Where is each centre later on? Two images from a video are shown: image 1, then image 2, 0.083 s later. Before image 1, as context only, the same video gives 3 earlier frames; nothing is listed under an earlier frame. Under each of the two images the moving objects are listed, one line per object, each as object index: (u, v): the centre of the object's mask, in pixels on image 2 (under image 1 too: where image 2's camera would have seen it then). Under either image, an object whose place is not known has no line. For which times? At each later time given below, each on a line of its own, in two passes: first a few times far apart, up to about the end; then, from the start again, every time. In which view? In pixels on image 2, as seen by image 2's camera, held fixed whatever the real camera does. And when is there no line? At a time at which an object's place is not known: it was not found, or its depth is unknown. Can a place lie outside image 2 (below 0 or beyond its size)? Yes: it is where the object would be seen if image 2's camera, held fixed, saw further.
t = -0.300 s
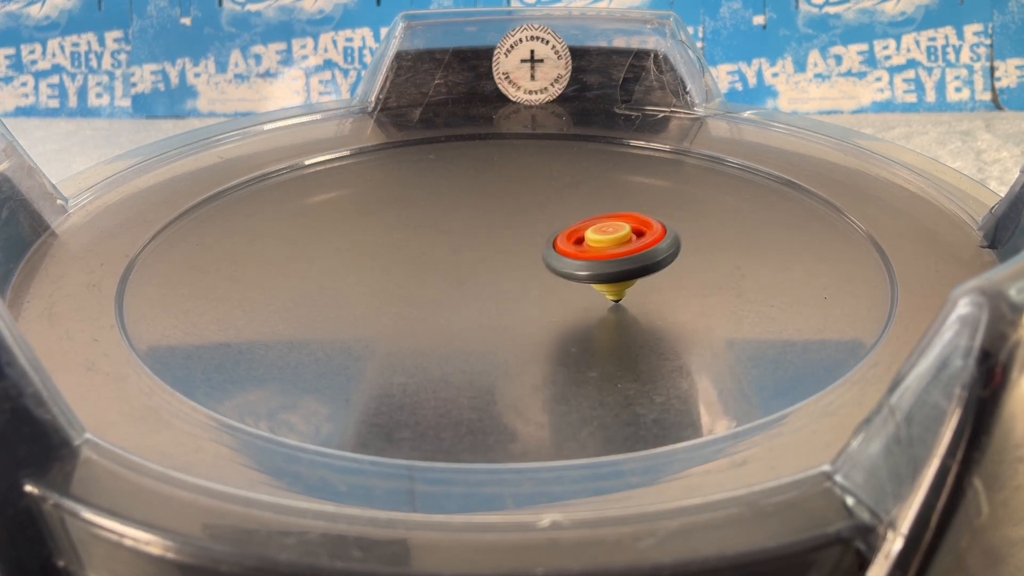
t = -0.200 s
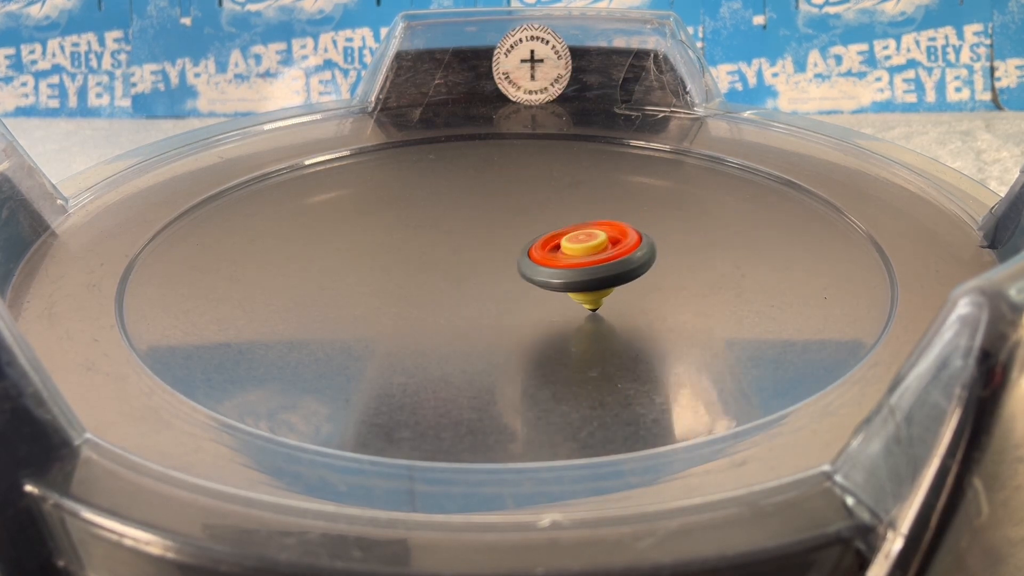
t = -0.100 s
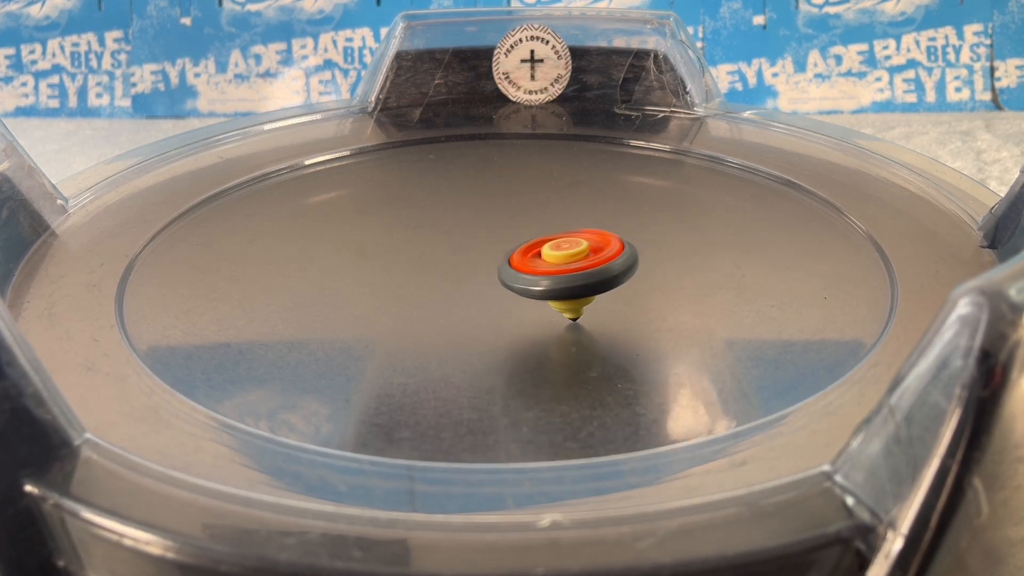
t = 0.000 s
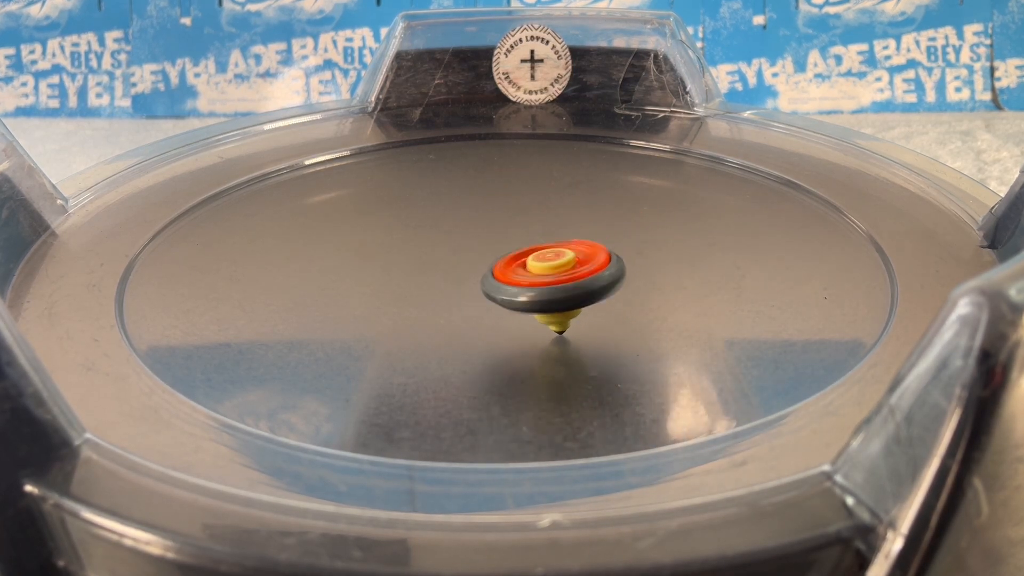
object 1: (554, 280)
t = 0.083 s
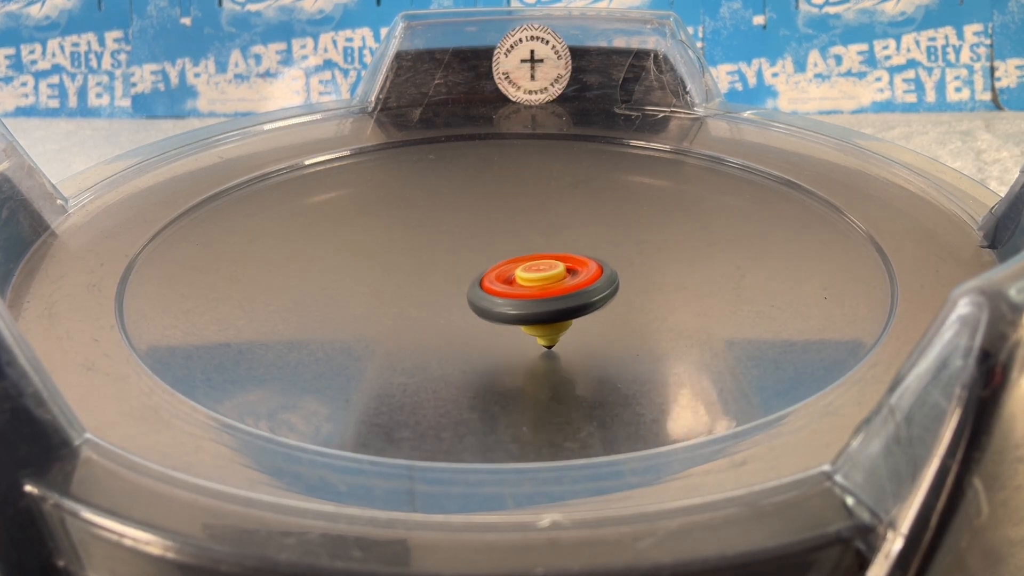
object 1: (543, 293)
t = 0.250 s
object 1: (550, 312)
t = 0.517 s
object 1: (582, 306)
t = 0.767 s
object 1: (532, 288)
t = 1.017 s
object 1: (479, 281)
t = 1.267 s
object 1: (399, 279)
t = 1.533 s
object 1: (407, 288)
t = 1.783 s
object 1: (454, 272)
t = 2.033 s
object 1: (474, 250)
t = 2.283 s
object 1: (473, 232)
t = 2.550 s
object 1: (470, 221)
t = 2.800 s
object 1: (480, 221)
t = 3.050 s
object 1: (509, 230)
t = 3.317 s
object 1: (550, 235)
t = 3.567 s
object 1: (579, 237)
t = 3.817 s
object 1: (598, 240)
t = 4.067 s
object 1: (600, 250)
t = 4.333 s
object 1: (591, 261)
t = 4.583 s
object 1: (577, 274)
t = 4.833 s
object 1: (559, 285)
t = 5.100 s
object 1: (536, 292)
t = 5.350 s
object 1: (510, 293)
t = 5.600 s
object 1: (485, 290)
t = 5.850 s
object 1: (462, 282)
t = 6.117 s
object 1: (446, 271)
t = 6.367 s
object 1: (439, 261)
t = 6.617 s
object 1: (445, 251)
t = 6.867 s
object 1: (459, 243)
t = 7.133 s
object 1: (480, 237)
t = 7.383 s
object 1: (502, 233)
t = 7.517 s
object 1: (513, 232)
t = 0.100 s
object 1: (543, 295)
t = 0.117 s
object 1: (541, 297)
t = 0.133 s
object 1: (542, 300)
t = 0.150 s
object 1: (541, 302)
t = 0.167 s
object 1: (543, 304)
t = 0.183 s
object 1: (543, 305)
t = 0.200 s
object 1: (545, 308)
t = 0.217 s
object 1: (546, 309)
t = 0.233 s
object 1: (549, 311)
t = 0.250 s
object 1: (550, 312)
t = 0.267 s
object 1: (554, 313)
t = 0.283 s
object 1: (556, 314)
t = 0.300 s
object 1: (560, 315)
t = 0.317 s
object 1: (562, 315)
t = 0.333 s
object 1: (567, 316)
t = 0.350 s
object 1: (569, 315)
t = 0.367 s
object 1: (573, 315)
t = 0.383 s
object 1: (575, 314)
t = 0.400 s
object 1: (579, 314)
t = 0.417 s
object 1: (580, 313)
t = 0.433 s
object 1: (583, 312)
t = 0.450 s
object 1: (583, 311)
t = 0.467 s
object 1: (585, 310)
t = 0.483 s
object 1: (583, 308)
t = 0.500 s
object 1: (584, 307)
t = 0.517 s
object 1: (582, 306)
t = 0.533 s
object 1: (582, 304)
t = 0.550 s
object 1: (578, 303)
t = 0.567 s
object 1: (577, 301)
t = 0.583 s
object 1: (573, 300)
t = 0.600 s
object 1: (571, 298)
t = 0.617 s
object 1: (566, 297)
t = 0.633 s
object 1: (563, 296)
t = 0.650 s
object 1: (558, 295)
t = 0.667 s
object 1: (555, 293)
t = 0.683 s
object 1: (551, 293)
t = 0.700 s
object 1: (547, 292)
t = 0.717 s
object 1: (543, 291)
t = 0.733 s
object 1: (540, 290)
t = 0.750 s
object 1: (536, 290)
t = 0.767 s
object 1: (532, 288)
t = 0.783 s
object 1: (529, 288)
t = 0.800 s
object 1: (524, 287)
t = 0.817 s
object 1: (522, 286)
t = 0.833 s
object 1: (517, 286)
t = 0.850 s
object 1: (515, 285)
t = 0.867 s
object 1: (510, 284)
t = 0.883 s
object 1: (508, 284)
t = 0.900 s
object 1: (503, 284)
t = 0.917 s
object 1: (500, 283)
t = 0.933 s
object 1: (496, 283)
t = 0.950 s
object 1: (493, 282)
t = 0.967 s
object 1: (489, 282)
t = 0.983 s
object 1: (486, 282)
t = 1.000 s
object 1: (483, 282)
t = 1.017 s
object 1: (479, 281)
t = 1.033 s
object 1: (475, 281)
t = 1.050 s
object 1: (469, 280)
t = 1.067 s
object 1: (465, 281)
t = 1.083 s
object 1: (458, 280)
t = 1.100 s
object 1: (453, 279)
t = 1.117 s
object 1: (445, 279)
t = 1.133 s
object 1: (441, 279)
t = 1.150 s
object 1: (434, 279)
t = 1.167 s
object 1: (429, 278)
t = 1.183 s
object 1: (423, 278)
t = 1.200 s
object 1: (418, 278)
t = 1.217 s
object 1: (413, 279)
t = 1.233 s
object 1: (408, 278)
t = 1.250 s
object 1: (404, 279)
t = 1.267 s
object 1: (399, 279)
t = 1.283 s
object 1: (396, 280)
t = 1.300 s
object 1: (392, 281)
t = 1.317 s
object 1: (390, 281)
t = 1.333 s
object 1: (387, 283)
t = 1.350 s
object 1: (386, 283)
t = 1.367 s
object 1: (384, 285)
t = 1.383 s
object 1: (385, 285)
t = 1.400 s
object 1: (385, 287)
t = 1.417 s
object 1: (386, 287)
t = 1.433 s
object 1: (388, 288)
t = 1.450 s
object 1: (390, 288)
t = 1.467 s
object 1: (394, 289)
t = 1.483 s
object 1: (396, 289)
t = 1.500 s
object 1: (400, 289)
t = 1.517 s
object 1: (403, 289)
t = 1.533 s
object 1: (407, 288)
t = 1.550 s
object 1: (411, 288)
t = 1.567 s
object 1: (414, 287)
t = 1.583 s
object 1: (419, 287)
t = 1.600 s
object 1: (422, 286)
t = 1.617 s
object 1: (427, 285)
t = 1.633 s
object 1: (429, 284)
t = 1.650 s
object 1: (433, 283)
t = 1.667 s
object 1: (435, 282)
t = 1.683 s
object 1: (439, 280)
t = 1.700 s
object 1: (442, 280)
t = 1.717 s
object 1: (444, 278)
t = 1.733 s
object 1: (448, 277)
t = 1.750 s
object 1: (449, 275)
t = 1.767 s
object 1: (453, 273)
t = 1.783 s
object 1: (454, 272)
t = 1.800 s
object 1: (457, 270)
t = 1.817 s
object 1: (458, 269)
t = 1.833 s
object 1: (460, 267)
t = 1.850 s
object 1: (463, 266)
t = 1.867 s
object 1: (463, 264)
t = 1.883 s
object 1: (466, 263)
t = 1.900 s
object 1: (465, 261)
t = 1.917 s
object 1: (468, 259)
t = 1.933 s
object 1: (468, 259)
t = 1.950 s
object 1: (469, 257)
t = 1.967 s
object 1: (471, 256)
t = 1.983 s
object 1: (470, 254)
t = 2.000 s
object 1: (473, 252)
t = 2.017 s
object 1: (471, 251)
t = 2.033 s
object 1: (474, 250)
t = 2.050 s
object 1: (473, 249)
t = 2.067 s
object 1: (474, 247)
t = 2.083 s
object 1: (474, 246)
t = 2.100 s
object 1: (473, 244)
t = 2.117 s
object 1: (475, 243)
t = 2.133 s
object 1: (473, 242)
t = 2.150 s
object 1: (474, 240)
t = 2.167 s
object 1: (474, 240)
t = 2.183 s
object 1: (473, 238)
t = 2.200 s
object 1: (474, 237)
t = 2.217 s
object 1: (472, 236)
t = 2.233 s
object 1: (474, 235)
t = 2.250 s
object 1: (472, 234)
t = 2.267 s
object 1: (473, 233)
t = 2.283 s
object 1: (473, 232)
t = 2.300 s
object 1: (471, 231)
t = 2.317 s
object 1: (473, 230)
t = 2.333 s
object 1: (471, 229)
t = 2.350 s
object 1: (472, 228)
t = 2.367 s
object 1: (471, 228)
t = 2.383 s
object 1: (470, 226)
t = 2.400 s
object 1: (472, 226)
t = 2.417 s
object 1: (470, 226)
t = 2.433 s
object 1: (471, 225)
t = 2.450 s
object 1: (470, 224)
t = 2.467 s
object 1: (470, 223)
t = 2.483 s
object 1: (471, 223)
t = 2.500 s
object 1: (469, 223)
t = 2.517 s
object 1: (471, 222)
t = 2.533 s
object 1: (469, 222)
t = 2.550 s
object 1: (470, 221)
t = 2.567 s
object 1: (471, 221)
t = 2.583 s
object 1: (470, 221)
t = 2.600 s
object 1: (472, 221)
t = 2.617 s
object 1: (471, 221)
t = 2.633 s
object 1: (472, 220)
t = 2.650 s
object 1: (473, 221)
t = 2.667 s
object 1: (472, 220)
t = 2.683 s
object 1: (474, 220)
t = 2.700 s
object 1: (474, 221)
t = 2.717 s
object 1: (475, 220)
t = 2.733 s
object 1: (476, 221)
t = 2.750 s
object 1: (476, 221)
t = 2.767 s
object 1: (479, 221)
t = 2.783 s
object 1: (478, 222)
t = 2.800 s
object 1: (480, 221)
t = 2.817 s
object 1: (482, 223)
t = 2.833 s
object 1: (482, 223)
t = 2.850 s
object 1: (485, 223)
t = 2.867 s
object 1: (485, 224)
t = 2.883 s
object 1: (488, 224)
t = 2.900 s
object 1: (490, 225)
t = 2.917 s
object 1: (490, 226)
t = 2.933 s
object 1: (494, 226)
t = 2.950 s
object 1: (494, 227)
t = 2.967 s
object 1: (497, 227)
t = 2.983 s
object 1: (500, 228)
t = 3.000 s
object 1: (500, 229)
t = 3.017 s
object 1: (504, 229)
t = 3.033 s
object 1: (506, 230)
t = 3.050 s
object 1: (509, 230)
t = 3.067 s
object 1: (512, 231)
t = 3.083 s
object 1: (513, 231)
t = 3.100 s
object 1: (516, 231)
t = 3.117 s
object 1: (519, 232)
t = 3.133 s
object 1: (521, 232)
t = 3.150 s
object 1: (525, 233)
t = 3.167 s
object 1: (526, 234)
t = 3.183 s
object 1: (529, 233)
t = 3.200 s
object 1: (532, 234)
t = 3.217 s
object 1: (534, 234)
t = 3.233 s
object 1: (538, 234)
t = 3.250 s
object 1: (539, 235)
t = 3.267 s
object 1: (542, 235)
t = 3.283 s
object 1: (546, 235)
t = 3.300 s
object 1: (547, 236)
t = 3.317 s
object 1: (550, 235)
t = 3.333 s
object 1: (553, 236)
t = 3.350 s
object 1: (554, 236)
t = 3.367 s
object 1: (558, 236)
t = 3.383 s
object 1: (559, 236)
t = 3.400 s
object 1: (561, 236)
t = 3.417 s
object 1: (565, 236)
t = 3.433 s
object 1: (565, 237)
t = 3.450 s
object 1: (568, 236)
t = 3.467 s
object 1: (570, 237)
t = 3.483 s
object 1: (571, 237)
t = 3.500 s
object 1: (574, 237)
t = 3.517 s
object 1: (575, 237)
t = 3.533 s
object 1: (576, 237)
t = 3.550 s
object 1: (580, 237)
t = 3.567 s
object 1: (579, 237)
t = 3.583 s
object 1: (582, 237)
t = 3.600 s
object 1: (584, 237)
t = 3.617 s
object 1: (584, 238)
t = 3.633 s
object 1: (587, 237)
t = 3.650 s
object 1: (587, 238)
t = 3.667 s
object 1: (588, 238)
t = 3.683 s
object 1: (590, 238)
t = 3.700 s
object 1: (590, 239)
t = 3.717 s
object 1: (592, 238)
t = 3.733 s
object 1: (594, 239)
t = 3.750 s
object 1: (593, 240)
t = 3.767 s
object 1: (595, 239)
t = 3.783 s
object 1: (596, 240)
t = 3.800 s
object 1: (596, 241)
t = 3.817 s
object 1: (598, 240)
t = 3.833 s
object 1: (598, 241)
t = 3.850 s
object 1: (598, 241)
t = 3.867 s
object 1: (599, 242)
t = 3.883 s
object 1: (599, 243)
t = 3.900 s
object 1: (599, 243)
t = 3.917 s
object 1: (601, 244)
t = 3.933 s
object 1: (599, 245)
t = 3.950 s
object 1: (600, 244)
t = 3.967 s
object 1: (601, 245)
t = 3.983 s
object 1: (600, 246)
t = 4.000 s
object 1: (601, 246)
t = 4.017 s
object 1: (601, 247)
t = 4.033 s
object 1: (599, 248)
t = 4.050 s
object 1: (600, 248)
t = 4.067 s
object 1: (600, 250)
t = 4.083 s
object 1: (599, 250)
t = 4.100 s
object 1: (600, 250)
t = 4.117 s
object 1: (598, 251)
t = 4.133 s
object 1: (598, 252)
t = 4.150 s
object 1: (599, 253)
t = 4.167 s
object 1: (597, 254)
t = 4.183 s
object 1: (597, 254)
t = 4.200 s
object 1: (597, 255)
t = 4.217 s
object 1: (595, 256)
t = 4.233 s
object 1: (596, 256)
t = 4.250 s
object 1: (596, 258)
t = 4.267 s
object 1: (593, 259)
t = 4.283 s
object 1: (594, 259)
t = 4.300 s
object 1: (593, 260)
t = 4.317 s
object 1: (591, 261)
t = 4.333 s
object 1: (591, 261)
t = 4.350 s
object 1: (591, 263)
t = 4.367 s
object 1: (589, 264)
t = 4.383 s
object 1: (589, 264)
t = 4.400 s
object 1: (588, 265)
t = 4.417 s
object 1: (586, 266)
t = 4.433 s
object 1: (586, 267)
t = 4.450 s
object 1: (585, 268)
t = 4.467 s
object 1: (583, 269)
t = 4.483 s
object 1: (583, 269)
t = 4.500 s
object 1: (582, 270)
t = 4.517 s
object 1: (580, 271)
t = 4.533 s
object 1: (581, 272)
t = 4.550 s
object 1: (579, 273)
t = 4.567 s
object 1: (577, 274)
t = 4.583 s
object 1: (577, 274)
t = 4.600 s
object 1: (576, 276)
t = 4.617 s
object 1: (574, 276)
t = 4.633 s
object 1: (574, 277)
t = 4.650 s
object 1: (572, 278)
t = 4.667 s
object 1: (571, 279)
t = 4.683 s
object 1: (570, 279)
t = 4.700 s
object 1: (569, 280)
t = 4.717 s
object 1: (567, 281)
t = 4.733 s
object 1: (567, 281)
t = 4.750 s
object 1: (565, 282)
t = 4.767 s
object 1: (563, 283)
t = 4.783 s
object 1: (563, 283)
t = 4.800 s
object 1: (561, 284)
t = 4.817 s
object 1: (559, 284)
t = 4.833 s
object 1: (559, 285)
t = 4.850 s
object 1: (558, 286)
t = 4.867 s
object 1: (555, 287)
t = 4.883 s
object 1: (555, 287)
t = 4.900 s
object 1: (553, 288)
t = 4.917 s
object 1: (551, 288)
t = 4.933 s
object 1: (550, 288)
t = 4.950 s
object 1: (550, 289)
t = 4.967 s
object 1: (547, 290)
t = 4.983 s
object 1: (546, 290)
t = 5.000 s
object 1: (545, 290)
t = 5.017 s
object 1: (542, 291)
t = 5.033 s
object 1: (541, 291)
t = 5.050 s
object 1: (541, 291)
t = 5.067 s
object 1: (538, 292)
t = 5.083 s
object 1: (537, 292)
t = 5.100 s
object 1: (536, 292)
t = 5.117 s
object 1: (533, 293)
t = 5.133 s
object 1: (532, 293)
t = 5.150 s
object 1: (531, 293)
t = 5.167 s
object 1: (529, 294)
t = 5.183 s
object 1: (526, 294)
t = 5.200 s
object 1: (526, 293)
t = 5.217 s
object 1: (524, 294)
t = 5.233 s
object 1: (522, 294)
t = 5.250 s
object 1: (521, 294)
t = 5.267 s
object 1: (520, 294)
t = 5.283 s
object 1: (517, 294)
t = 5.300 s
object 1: (515, 294)
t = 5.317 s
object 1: (515, 294)
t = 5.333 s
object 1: (511, 294)
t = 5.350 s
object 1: (510, 293)
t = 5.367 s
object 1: (509, 293)
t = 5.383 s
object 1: (507, 294)
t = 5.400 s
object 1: (504, 293)
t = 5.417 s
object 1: (504, 293)
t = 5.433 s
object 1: (502, 293)
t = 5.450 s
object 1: (499, 293)
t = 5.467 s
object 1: (498, 292)
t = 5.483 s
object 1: (497, 292)
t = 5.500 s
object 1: (494, 292)
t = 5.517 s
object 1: (493, 291)
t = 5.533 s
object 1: (492, 291)
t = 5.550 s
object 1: (489, 291)
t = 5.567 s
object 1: (487, 290)
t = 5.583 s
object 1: (486, 290)
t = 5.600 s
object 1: (485, 290)
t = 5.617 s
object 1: (482, 289)
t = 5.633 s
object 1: (481, 288)
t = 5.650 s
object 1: (480, 288)
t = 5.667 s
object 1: (477, 288)
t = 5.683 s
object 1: (476, 287)
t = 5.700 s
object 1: (476, 287)
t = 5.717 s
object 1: (473, 287)
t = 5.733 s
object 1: (472, 286)
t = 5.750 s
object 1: (471, 285)
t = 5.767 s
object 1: (470, 285)
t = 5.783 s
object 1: (467, 284)
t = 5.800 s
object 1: (467, 283)
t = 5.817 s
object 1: (466, 283)
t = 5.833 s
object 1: (464, 283)
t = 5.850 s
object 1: (462, 282)
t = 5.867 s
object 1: (462, 281)
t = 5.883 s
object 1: (461, 281)
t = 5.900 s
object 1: (458, 280)
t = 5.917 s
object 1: (458, 279)
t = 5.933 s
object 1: (457, 278)
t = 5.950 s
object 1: (455, 278)
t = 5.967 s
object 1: (454, 277)
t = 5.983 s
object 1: (454, 276)
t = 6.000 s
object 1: (452, 276)
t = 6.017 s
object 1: (450, 275)
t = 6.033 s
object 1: (450, 274)
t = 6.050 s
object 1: (450, 274)
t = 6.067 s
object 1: (448, 273)
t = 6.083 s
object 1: (447, 272)
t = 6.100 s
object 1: (447, 272)
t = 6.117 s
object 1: (446, 271)
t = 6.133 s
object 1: (444, 270)
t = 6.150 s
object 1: (444, 269)
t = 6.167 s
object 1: (444, 269)
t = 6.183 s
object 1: (442, 269)
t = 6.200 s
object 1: (441, 268)
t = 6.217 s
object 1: (442, 267)
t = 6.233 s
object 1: (442, 266)
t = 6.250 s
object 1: (440, 266)
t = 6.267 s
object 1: (440, 264)
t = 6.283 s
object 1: (440, 264)
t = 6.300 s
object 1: (440, 264)
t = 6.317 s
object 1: (439, 263)
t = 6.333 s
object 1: (439, 262)
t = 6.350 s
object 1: (440, 261)
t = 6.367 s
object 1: (439, 261)
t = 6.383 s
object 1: (438, 260)
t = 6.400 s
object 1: (440, 259)
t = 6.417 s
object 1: (440, 259)
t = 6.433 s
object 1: (439, 258)
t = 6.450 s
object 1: (439, 257)
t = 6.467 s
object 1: (441, 257)
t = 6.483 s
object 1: (441, 256)
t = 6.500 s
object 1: (440, 255)
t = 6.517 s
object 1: (441, 254)
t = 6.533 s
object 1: (443, 254)
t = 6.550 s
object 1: (443, 254)
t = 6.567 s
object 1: (442, 253)
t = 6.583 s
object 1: (444, 252)
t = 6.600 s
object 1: (445, 252)
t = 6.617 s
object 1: (445, 251)
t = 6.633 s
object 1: (445, 250)
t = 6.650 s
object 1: (447, 249)
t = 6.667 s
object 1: (448, 249)
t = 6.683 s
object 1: (448, 249)
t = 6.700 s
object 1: (448, 248)
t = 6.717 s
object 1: (450, 247)
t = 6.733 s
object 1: (451, 247)
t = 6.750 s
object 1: (451, 246)
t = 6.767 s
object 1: (452, 245)
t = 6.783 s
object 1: (454, 245)
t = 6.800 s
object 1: (455, 245)
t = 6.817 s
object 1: (455, 244)
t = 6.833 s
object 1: (456, 243)
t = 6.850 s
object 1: (458, 243)
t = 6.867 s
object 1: (459, 243)
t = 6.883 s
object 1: (459, 242)
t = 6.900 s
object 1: (461, 241)
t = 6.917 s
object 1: (463, 241)
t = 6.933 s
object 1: (464, 241)
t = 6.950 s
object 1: (464, 241)
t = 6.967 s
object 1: (466, 240)
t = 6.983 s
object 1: (468, 240)
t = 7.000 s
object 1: (469, 240)
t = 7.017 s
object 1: (469, 239)
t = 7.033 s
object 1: (471, 238)
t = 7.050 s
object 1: (473, 238)
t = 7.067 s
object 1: (474, 238)
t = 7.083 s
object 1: (474, 238)
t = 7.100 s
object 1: (476, 237)
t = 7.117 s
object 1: (479, 237)
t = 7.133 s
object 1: (480, 237)
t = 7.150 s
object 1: (480, 236)
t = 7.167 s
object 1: (482, 236)
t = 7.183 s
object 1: (484, 235)
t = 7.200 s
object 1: (485, 236)
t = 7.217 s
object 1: (486, 235)
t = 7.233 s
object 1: (487, 235)
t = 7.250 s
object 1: (490, 234)
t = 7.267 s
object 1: (492, 235)
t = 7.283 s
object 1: (492, 234)
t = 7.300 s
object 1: (494, 234)
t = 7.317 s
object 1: (496, 233)
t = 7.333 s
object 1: (498, 234)
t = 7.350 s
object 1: (498, 234)
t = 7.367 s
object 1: (499, 233)
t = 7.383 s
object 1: (502, 233)
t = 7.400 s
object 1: (504, 233)
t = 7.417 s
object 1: (504, 233)
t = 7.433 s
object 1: (505, 232)
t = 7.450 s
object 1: (508, 232)
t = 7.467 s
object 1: (510, 232)
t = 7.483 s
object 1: (510, 233)
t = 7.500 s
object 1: (511, 233)
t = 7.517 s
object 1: (513, 232)
